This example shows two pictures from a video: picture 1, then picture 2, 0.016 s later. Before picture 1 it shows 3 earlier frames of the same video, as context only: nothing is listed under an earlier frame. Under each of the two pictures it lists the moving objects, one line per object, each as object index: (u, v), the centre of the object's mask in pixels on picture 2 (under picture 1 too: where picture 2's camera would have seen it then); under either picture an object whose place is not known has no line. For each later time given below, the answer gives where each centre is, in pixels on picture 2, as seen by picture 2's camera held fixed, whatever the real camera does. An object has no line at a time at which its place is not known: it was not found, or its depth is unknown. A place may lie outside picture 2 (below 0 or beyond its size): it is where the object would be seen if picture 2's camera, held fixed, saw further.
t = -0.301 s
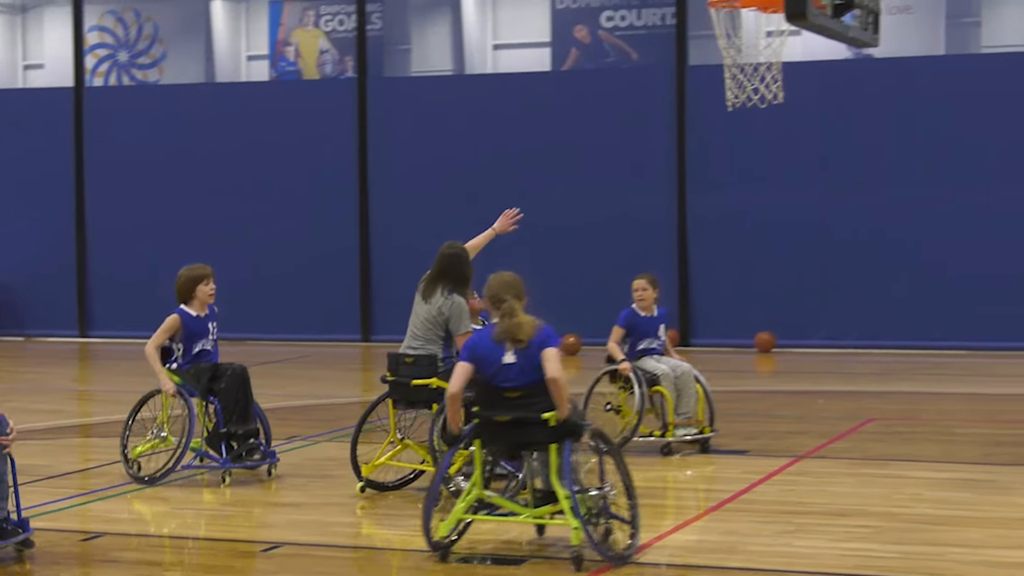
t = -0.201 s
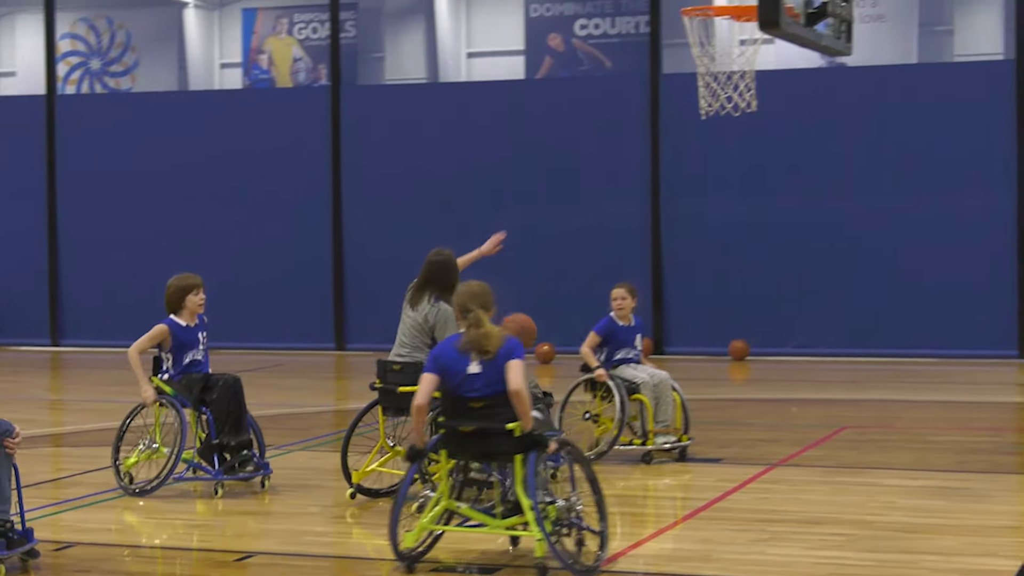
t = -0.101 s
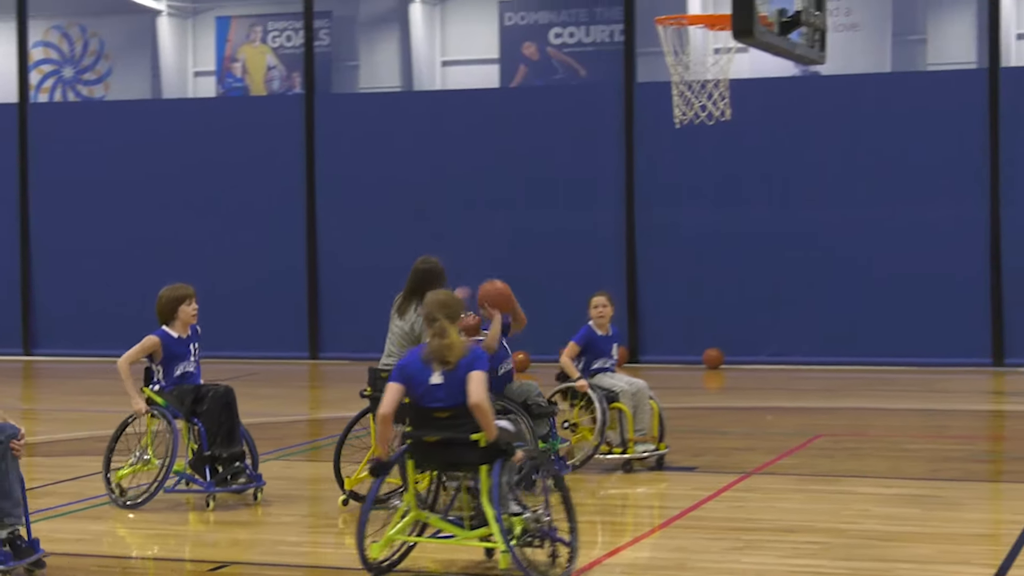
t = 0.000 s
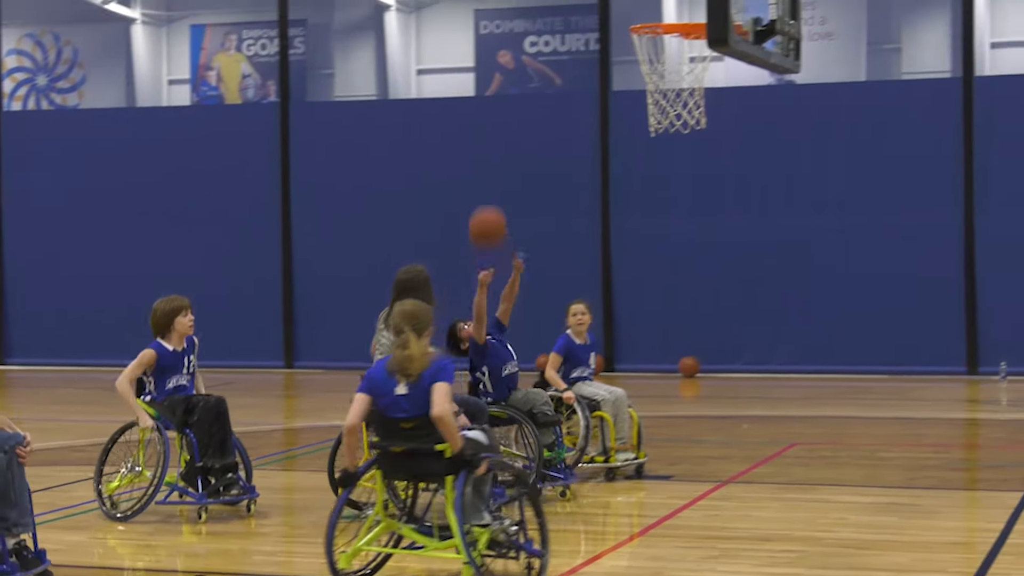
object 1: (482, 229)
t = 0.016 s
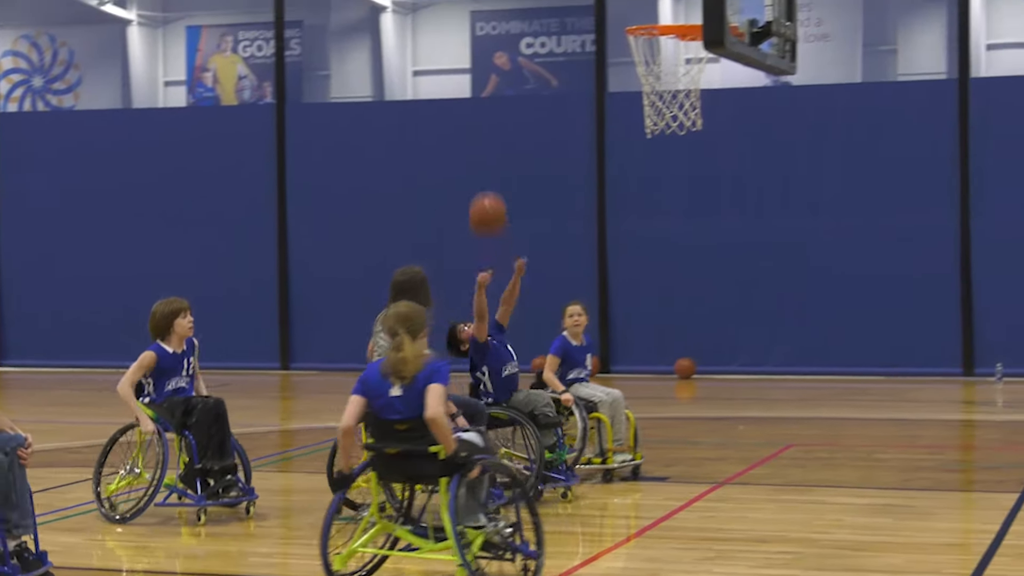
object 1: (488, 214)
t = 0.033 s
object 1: (493, 199)
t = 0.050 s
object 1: (498, 185)
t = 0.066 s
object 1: (503, 171)
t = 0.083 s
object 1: (508, 158)
